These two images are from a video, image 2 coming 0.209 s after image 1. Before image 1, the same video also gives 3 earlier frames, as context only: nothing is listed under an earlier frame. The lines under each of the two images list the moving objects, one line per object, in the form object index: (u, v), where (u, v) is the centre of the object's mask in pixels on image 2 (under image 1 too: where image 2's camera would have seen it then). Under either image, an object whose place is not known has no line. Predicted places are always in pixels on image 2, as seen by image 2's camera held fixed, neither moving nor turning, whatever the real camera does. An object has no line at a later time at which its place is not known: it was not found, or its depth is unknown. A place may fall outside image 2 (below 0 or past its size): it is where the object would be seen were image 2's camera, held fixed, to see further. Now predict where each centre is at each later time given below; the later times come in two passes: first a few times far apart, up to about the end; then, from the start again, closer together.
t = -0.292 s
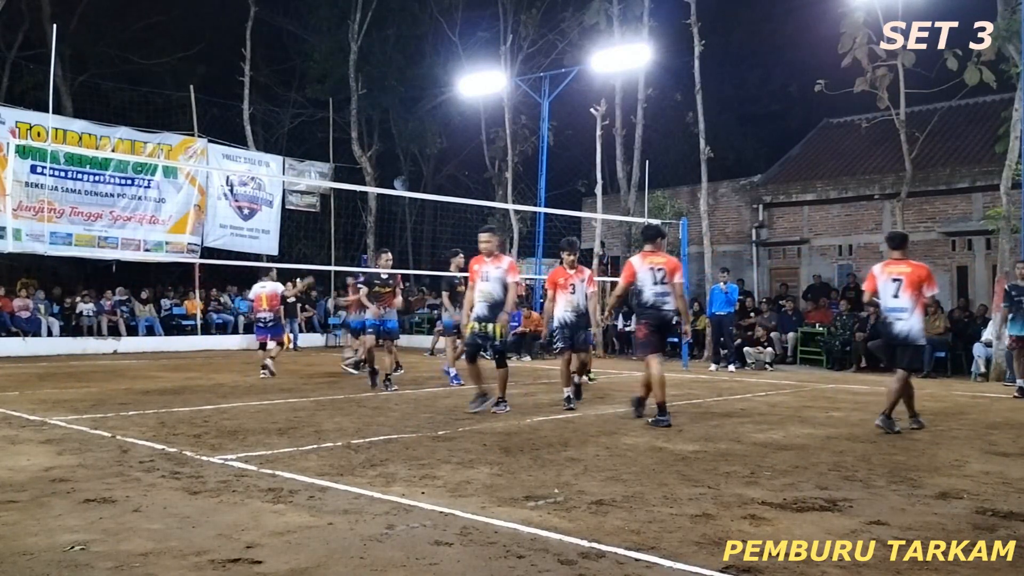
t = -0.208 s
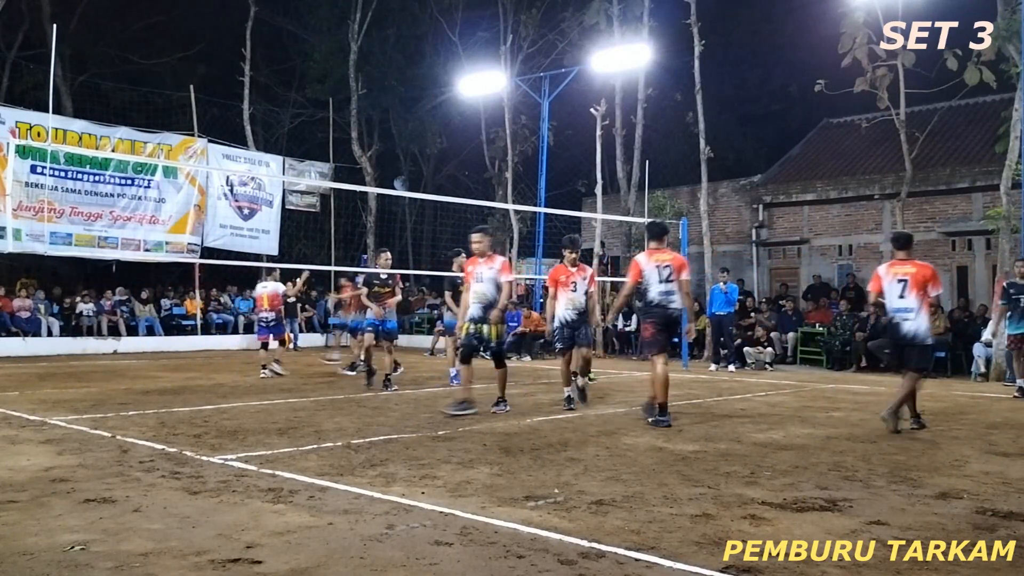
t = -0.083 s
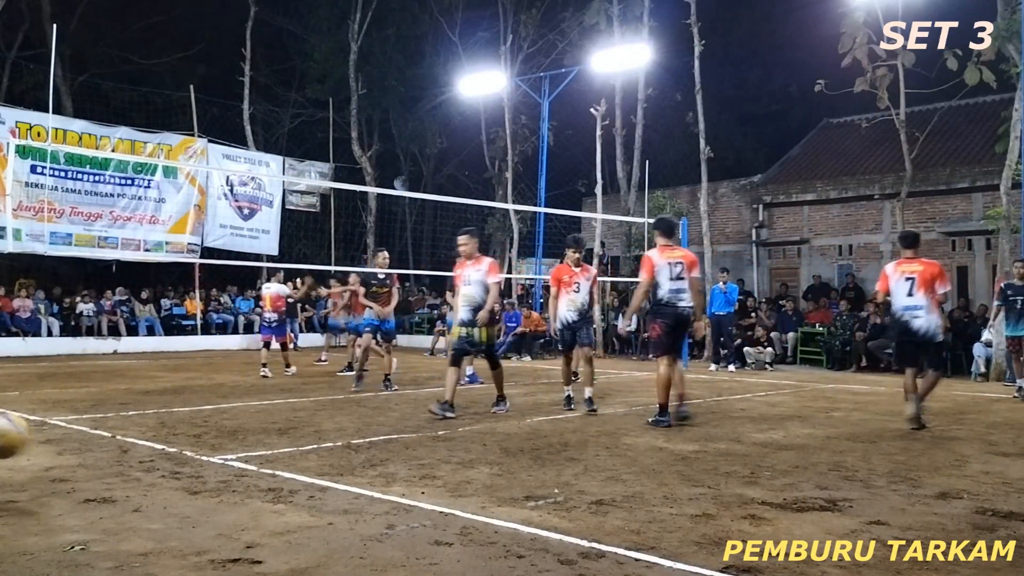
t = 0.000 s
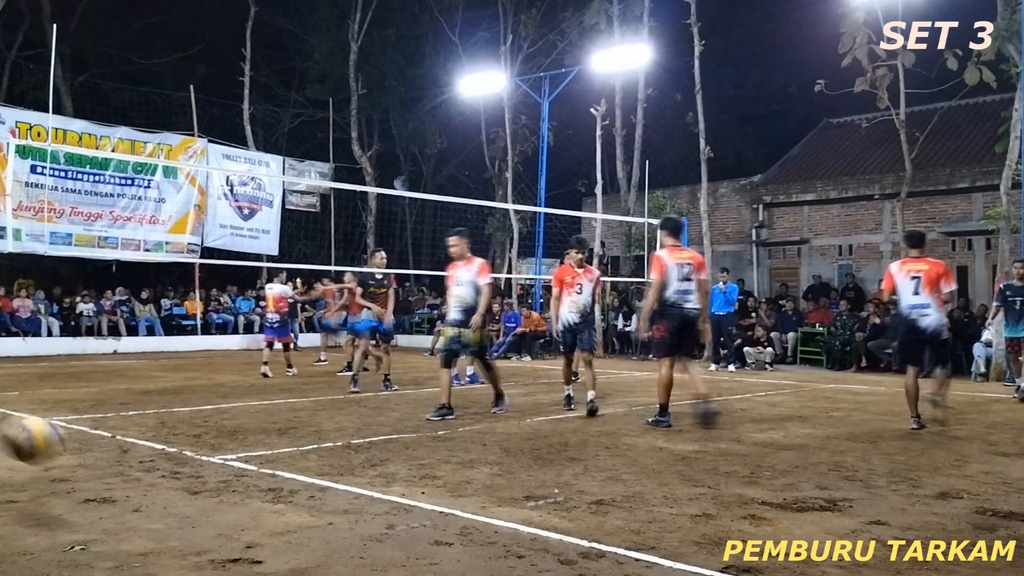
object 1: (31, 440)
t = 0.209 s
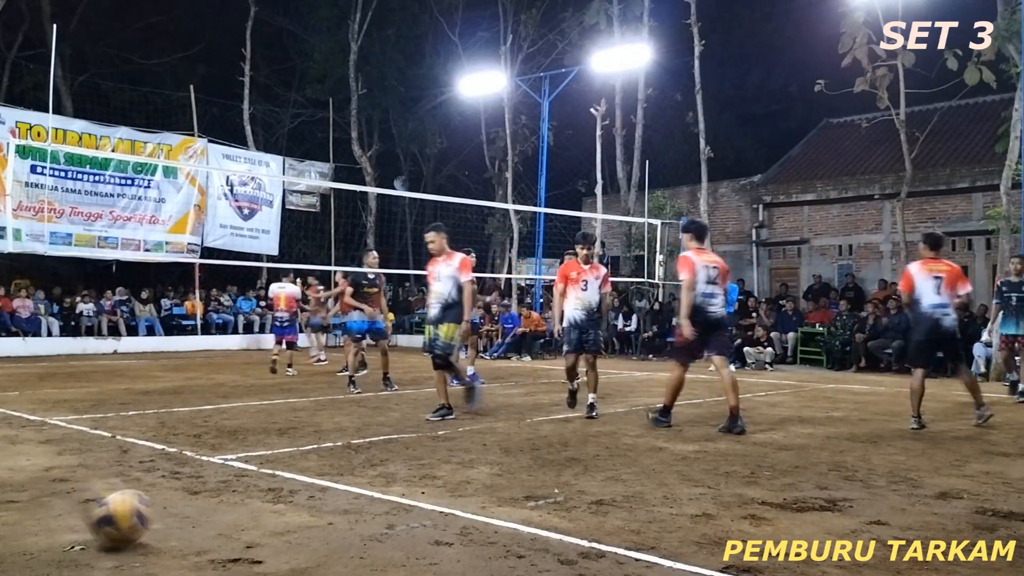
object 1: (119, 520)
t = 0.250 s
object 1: (139, 507)
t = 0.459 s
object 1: (247, 498)
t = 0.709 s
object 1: (430, 550)
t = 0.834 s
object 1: (527, 555)
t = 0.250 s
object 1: (139, 507)
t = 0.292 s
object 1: (162, 496)
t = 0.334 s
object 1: (179, 491)
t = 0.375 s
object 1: (206, 489)
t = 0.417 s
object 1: (225, 491)
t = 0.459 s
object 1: (247, 498)
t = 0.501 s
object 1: (277, 514)
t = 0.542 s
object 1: (304, 532)
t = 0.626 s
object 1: (369, 557)
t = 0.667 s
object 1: (398, 553)
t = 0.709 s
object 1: (430, 550)
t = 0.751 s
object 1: (459, 547)
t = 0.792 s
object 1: (492, 550)
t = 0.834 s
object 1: (527, 555)
